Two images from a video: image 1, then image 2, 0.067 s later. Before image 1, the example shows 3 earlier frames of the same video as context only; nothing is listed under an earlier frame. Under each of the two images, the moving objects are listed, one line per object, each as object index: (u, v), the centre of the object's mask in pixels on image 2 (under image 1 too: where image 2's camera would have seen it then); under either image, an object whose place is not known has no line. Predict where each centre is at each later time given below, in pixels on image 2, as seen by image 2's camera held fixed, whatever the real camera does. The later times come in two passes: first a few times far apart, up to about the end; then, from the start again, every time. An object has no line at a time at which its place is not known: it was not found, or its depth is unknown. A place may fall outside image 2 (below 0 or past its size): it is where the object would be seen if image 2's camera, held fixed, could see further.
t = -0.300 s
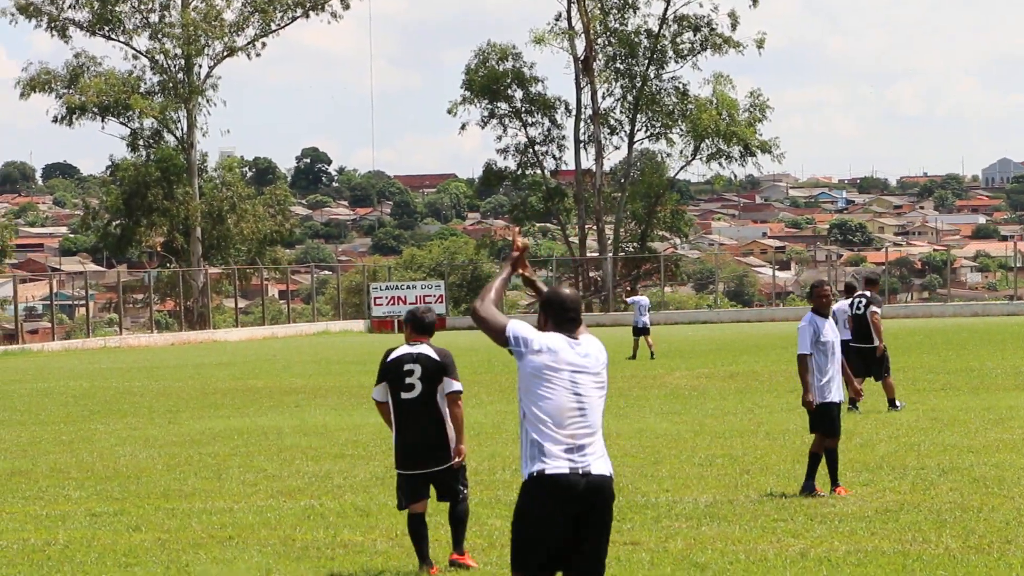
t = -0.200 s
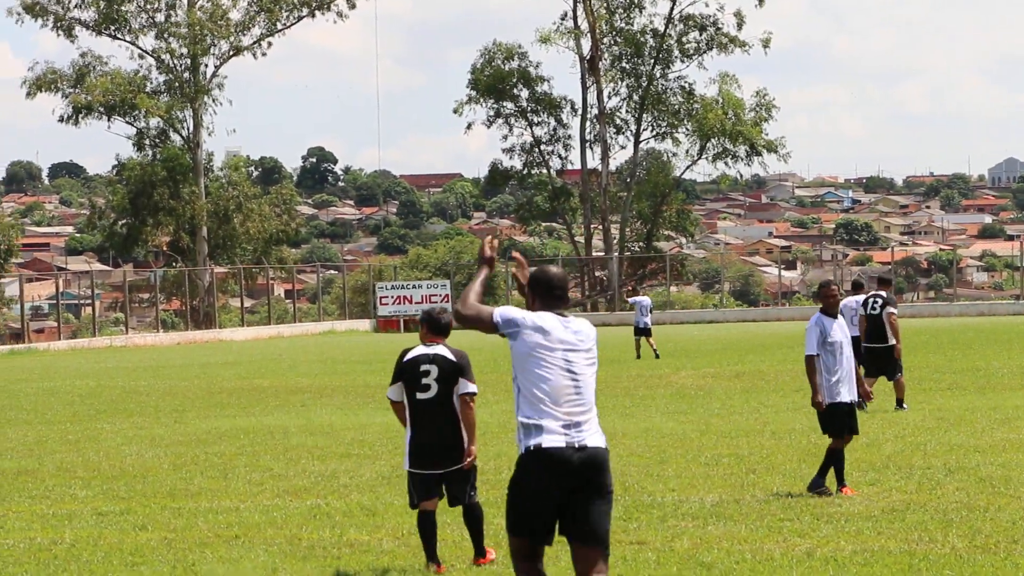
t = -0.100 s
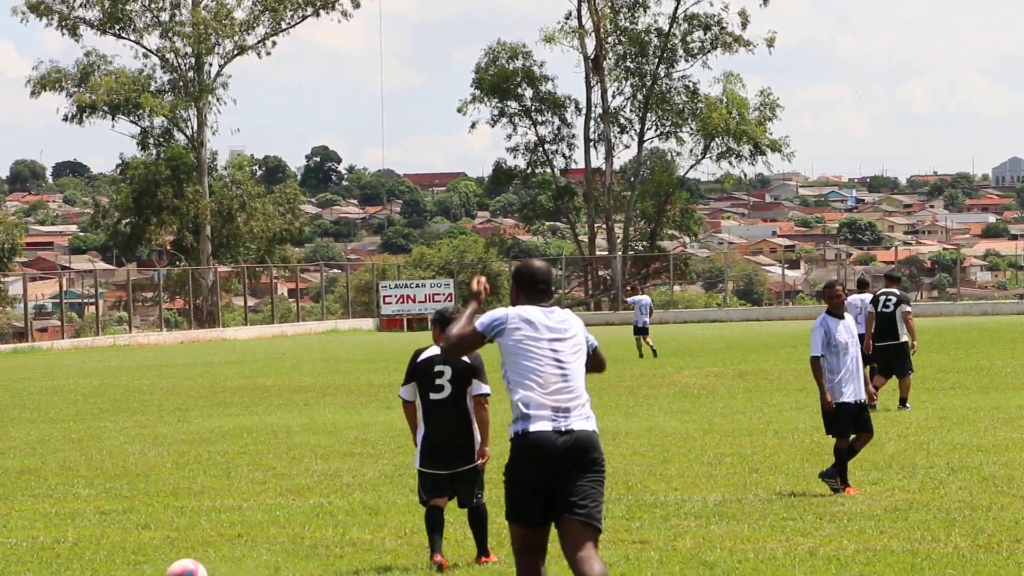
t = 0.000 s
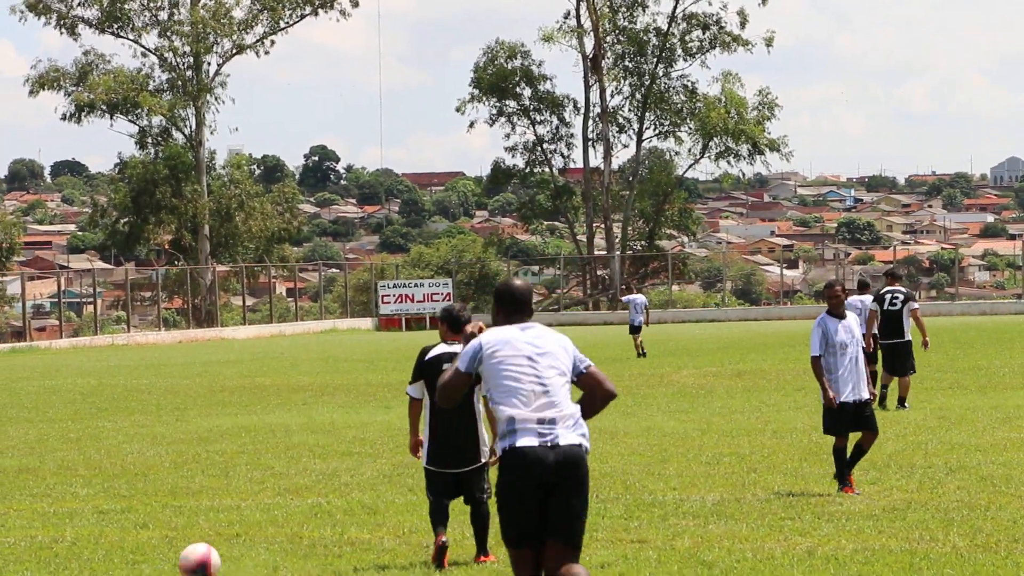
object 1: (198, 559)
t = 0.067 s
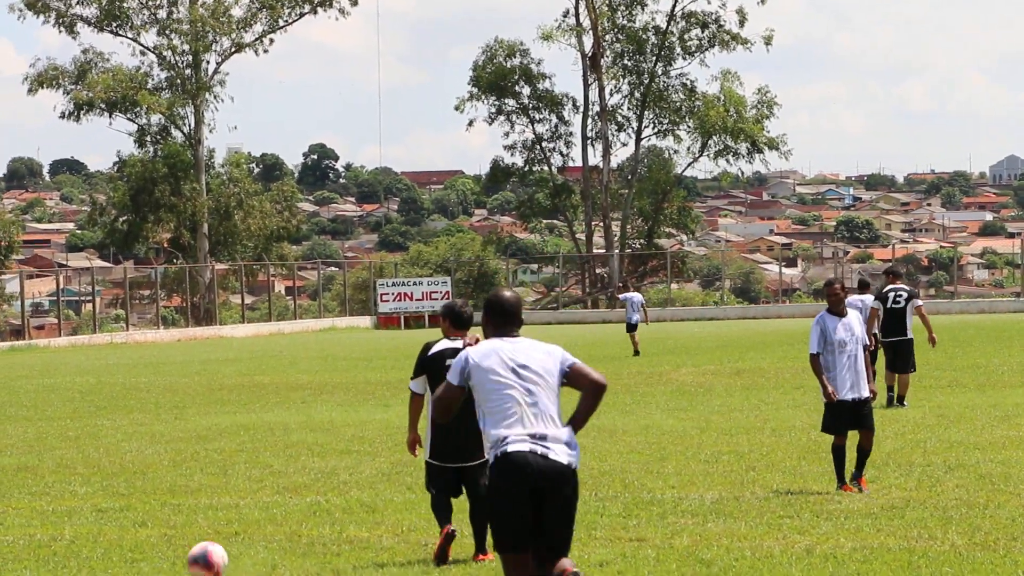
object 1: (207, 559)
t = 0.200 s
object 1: (224, 565)
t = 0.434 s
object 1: (249, 536)
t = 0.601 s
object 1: (267, 526)
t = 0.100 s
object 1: (212, 562)
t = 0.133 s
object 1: (217, 565)
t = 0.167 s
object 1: (221, 568)
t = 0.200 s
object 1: (224, 565)
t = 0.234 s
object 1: (226, 557)
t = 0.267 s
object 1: (230, 548)
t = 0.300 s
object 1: (235, 540)
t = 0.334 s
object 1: (240, 536)
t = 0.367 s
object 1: (244, 534)
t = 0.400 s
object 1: (247, 533)
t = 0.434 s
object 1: (249, 536)
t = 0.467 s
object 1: (253, 540)
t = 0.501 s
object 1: (257, 543)
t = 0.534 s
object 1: (260, 541)
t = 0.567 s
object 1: (263, 533)
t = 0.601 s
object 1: (267, 526)
